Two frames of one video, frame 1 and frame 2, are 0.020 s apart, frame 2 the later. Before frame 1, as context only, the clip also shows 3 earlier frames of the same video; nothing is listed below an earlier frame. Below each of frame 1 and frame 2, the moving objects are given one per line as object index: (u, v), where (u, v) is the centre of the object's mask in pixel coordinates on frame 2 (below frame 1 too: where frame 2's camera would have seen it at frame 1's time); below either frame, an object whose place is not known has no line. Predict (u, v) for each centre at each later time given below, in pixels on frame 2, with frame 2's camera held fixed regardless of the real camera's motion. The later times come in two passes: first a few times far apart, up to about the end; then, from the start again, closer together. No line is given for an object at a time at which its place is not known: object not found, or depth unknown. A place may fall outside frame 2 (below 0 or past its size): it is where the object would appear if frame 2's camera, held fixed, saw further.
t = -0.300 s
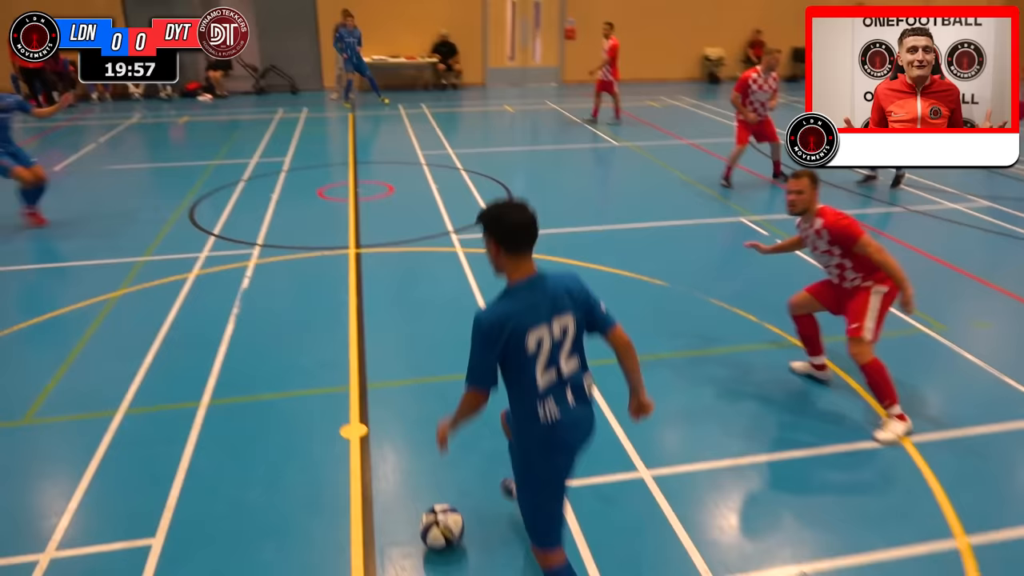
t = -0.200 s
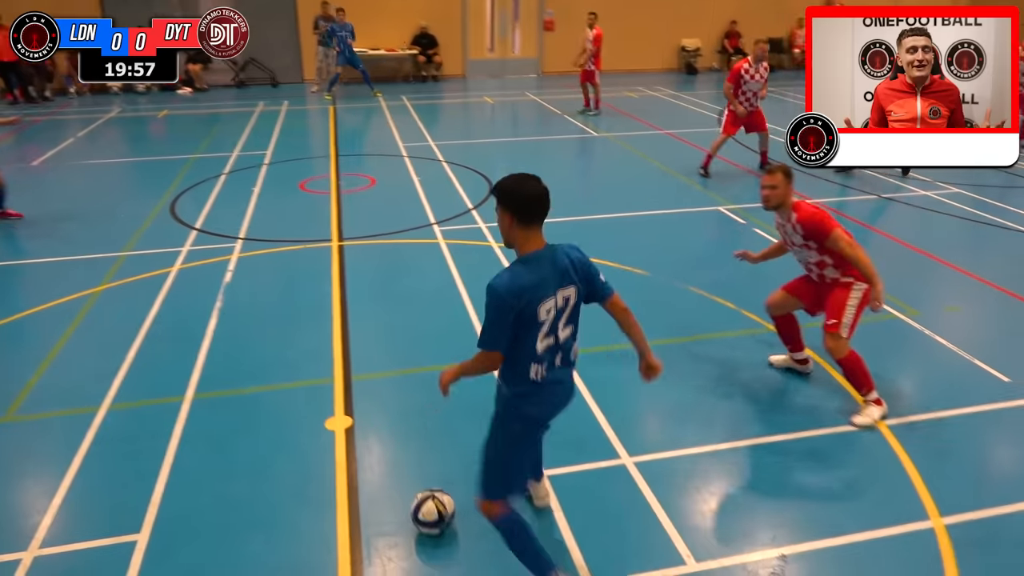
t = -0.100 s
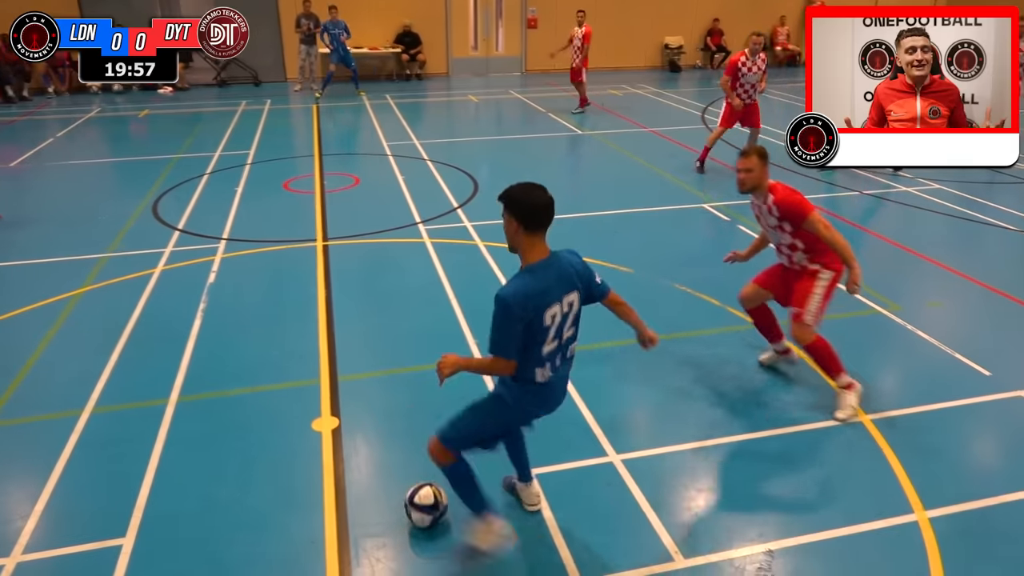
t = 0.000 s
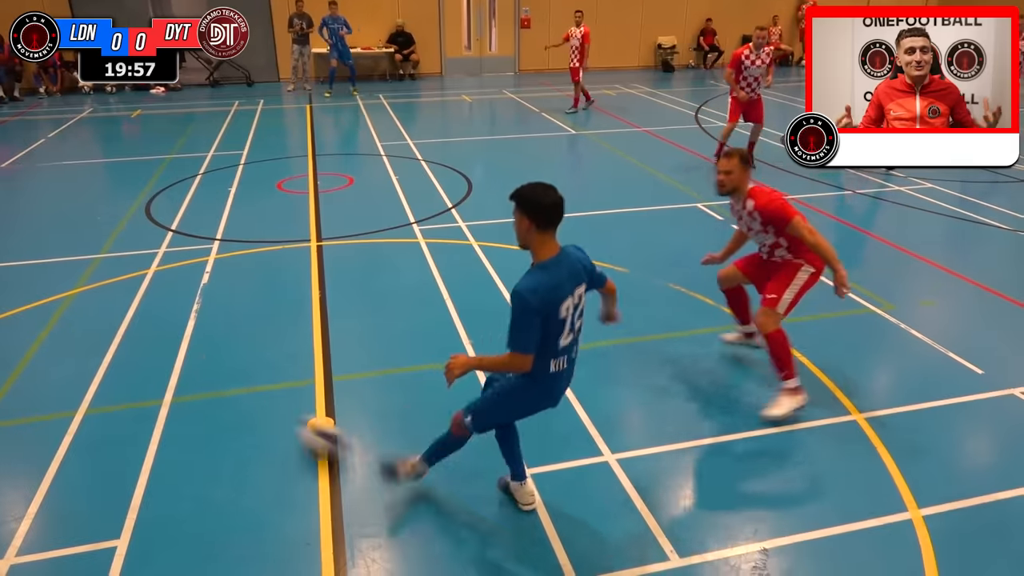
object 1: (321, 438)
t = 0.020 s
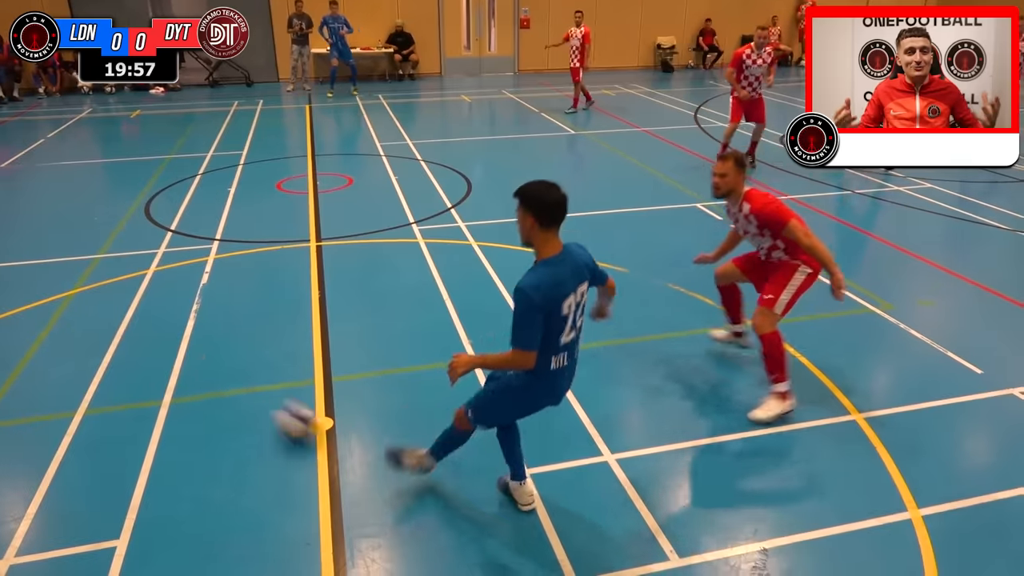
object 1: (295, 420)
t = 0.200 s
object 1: (150, 327)
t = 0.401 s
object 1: (56, 267)
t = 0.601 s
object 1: (0, 228)
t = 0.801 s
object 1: (-40, 200)
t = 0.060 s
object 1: (256, 394)
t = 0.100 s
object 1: (220, 371)
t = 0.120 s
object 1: (203, 361)
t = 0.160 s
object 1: (174, 343)
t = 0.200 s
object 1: (150, 327)
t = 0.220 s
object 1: (137, 319)
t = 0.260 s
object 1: (116, 306)
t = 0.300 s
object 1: (96, 293)
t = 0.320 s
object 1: (87, 287)
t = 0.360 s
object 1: (72, 276)
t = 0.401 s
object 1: (56, 267)
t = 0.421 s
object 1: (49, 262)
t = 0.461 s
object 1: (36, 253)
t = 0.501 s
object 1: (25, 245)
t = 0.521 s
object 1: (19, 242)
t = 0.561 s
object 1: (9, 234)
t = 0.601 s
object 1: (0, 228)
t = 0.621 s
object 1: (-4, 225)
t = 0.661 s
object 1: (-13, 217)
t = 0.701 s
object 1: (-21, 214)
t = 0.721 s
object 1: (-25, 212)
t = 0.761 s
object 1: (-32, 205)
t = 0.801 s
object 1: (-40, 200)
